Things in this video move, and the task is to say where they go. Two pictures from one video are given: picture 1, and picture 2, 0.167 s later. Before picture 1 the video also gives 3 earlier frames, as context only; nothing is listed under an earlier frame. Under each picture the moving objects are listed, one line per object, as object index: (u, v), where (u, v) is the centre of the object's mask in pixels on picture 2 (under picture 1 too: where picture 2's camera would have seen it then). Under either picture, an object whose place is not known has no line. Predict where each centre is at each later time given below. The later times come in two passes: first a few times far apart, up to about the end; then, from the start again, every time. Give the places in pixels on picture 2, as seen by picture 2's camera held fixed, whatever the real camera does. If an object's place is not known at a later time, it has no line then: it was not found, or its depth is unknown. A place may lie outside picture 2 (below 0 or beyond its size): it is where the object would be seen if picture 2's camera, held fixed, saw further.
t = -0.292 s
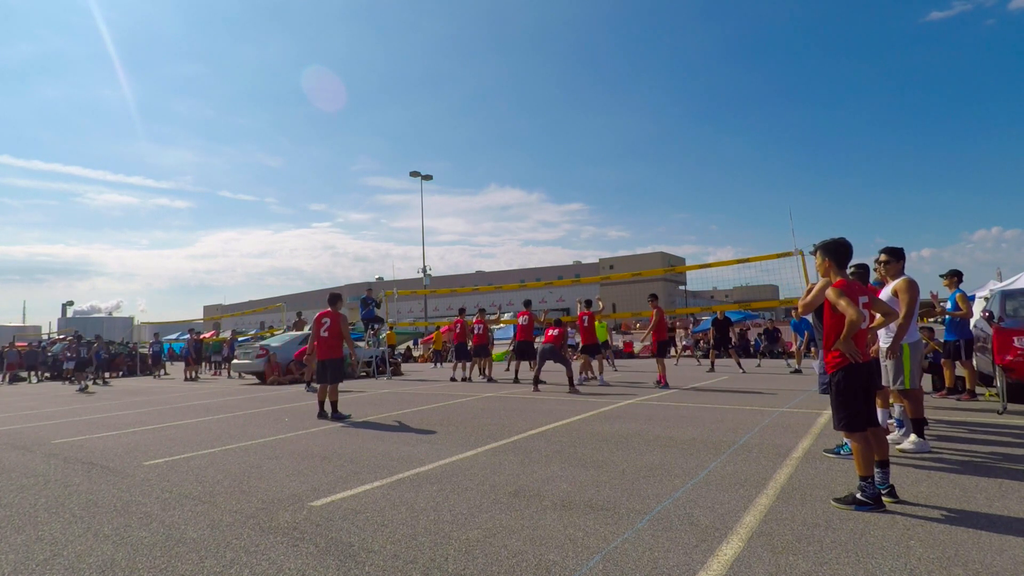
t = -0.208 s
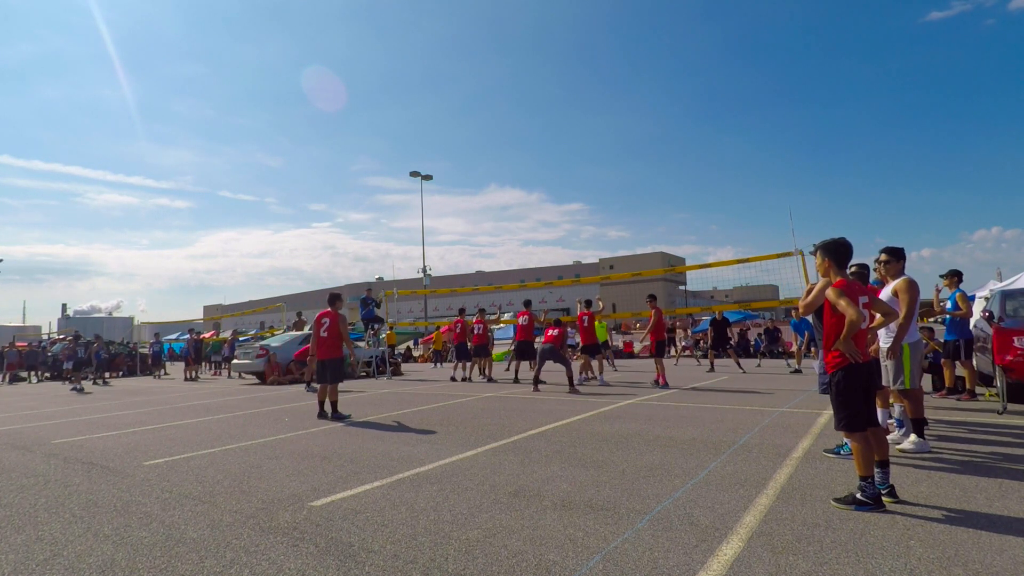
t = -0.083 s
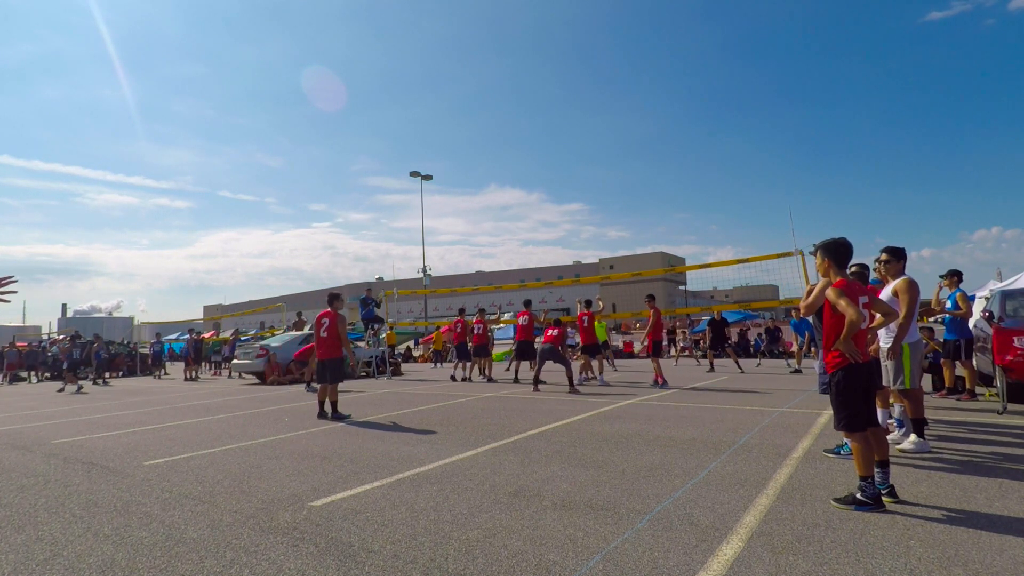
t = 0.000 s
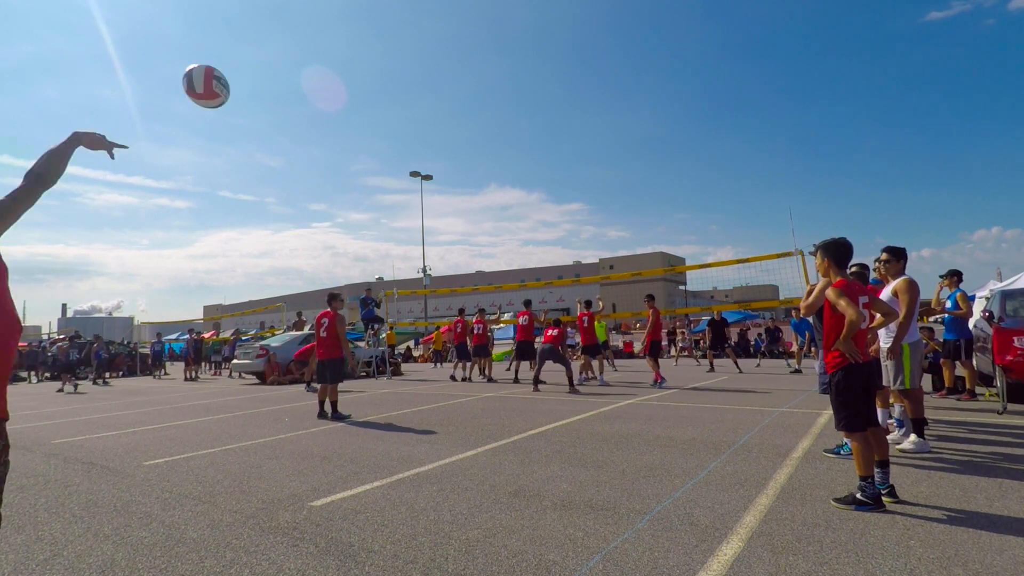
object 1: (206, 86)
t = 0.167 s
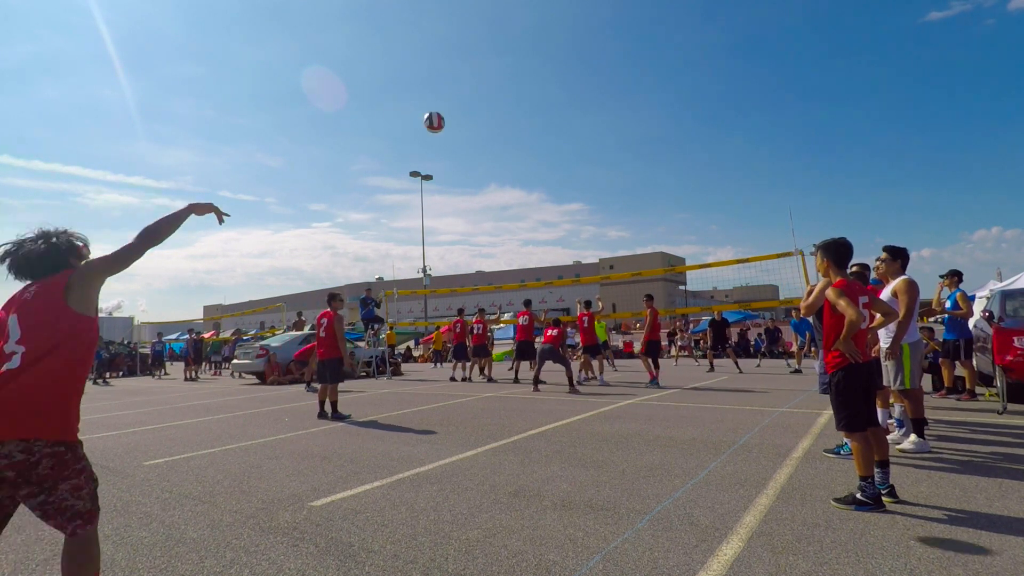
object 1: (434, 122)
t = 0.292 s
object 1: (496, 150)
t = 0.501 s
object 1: (549, 195)
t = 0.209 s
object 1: (459, 131)
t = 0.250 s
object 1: (479, 141)
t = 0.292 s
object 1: (496, 150)
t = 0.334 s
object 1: (510, 159)
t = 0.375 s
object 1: (522, 168)
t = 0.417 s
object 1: (532, 177)
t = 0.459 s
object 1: (541, 186)
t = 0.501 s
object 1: (549, 195)
